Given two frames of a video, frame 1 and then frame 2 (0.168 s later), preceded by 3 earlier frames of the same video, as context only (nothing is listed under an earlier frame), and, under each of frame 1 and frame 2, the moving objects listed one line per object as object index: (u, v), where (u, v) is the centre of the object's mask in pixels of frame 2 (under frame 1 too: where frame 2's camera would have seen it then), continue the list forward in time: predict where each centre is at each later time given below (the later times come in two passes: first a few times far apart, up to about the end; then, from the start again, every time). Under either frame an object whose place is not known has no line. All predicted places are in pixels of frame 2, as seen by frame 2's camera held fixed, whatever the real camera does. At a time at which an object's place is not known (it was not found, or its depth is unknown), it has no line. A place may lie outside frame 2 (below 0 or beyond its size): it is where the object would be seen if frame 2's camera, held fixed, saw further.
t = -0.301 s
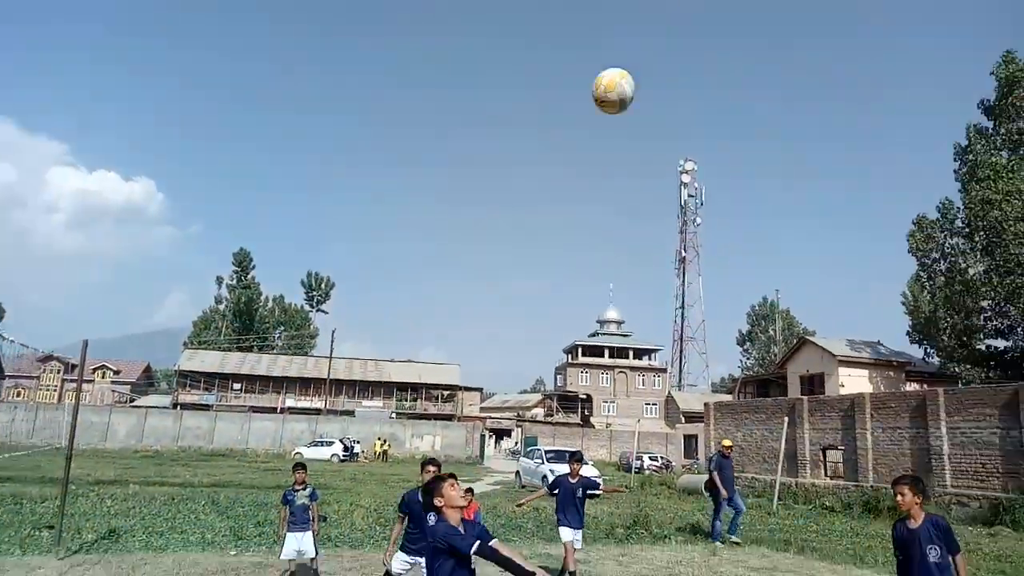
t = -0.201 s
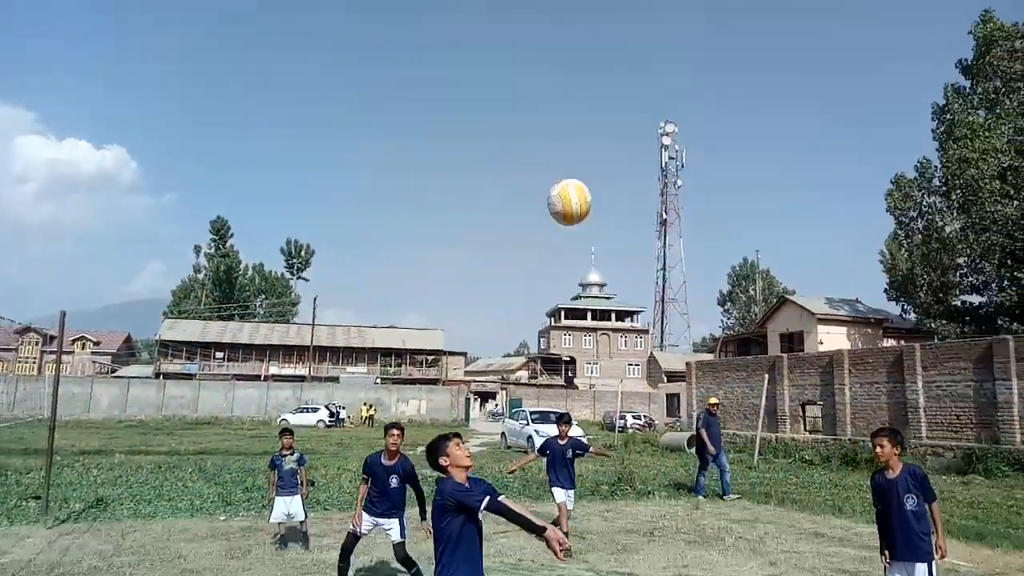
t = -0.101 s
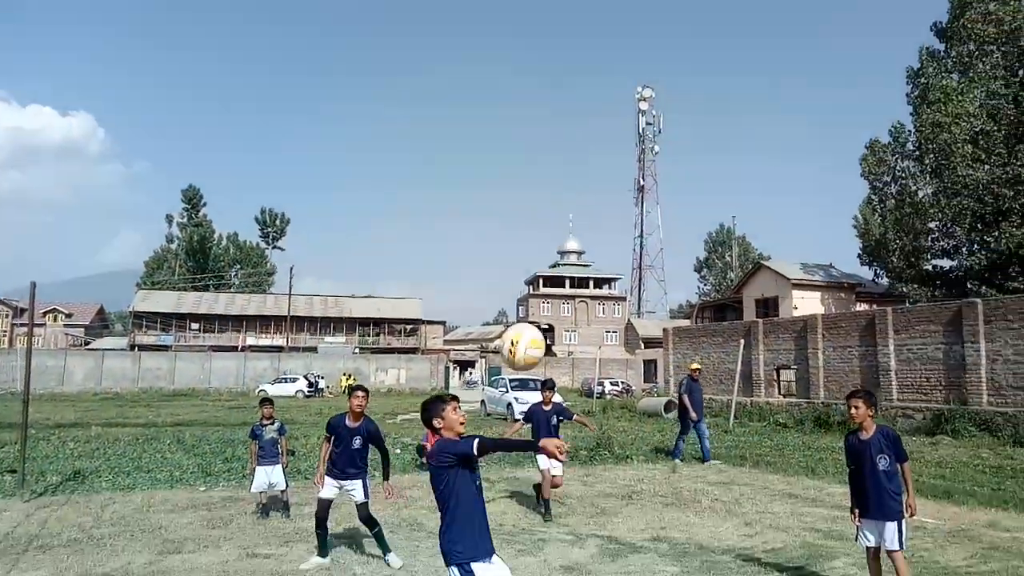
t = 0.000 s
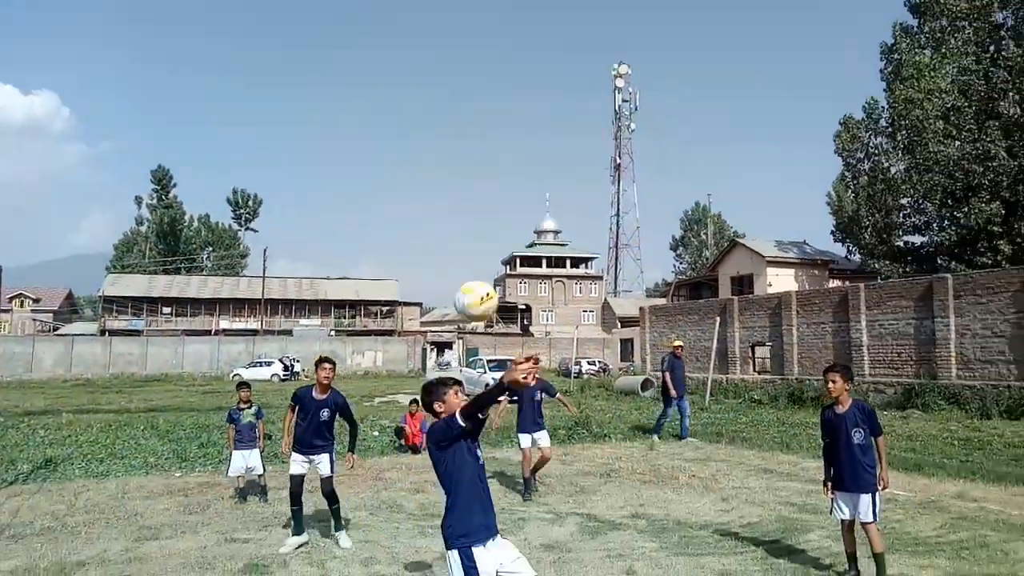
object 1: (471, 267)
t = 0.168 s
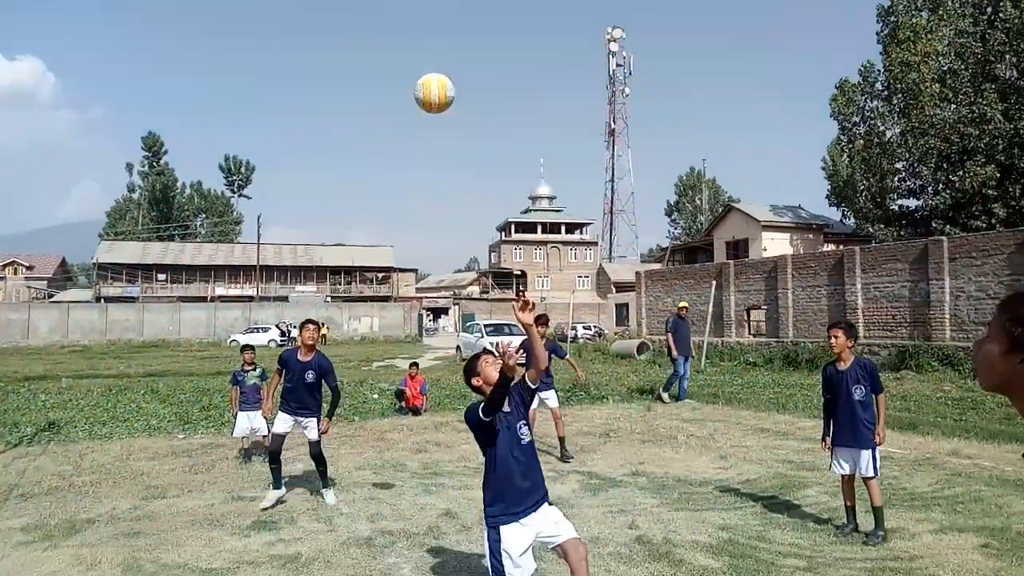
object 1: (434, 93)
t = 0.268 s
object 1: (414, 16)
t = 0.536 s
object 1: (356, -62)
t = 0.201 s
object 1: (426, 65)
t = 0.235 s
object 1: (419, 39)
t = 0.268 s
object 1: (414, 16)
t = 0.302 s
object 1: (405, 1)
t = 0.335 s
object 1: (394, -9)
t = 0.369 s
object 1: (384, -23)
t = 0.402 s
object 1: (374, -39)
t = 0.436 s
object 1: (371, -49)
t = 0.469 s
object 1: (367, -57)
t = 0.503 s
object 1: (361, -63)
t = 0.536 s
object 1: (356, -62)
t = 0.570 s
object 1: (353, -62)
